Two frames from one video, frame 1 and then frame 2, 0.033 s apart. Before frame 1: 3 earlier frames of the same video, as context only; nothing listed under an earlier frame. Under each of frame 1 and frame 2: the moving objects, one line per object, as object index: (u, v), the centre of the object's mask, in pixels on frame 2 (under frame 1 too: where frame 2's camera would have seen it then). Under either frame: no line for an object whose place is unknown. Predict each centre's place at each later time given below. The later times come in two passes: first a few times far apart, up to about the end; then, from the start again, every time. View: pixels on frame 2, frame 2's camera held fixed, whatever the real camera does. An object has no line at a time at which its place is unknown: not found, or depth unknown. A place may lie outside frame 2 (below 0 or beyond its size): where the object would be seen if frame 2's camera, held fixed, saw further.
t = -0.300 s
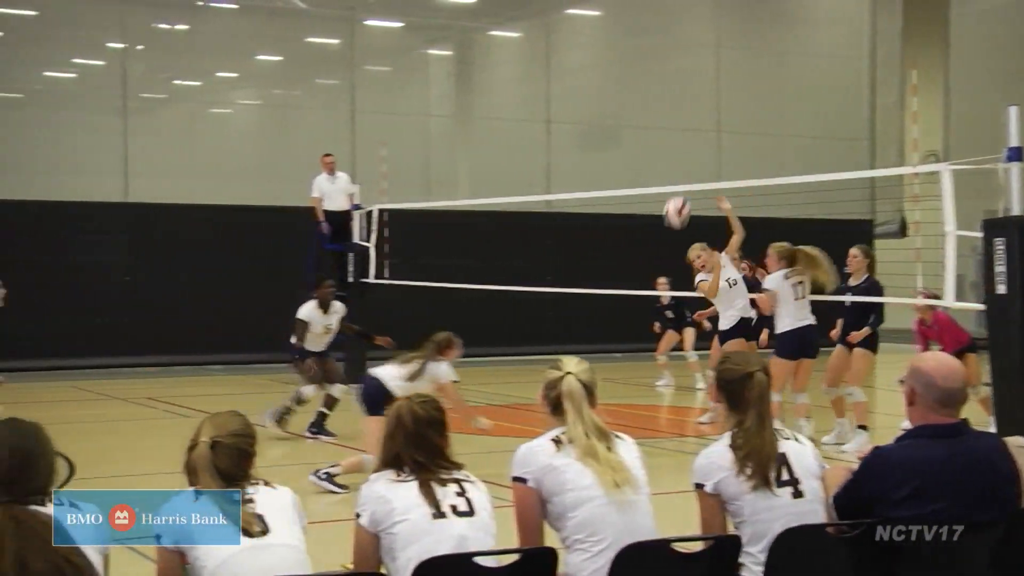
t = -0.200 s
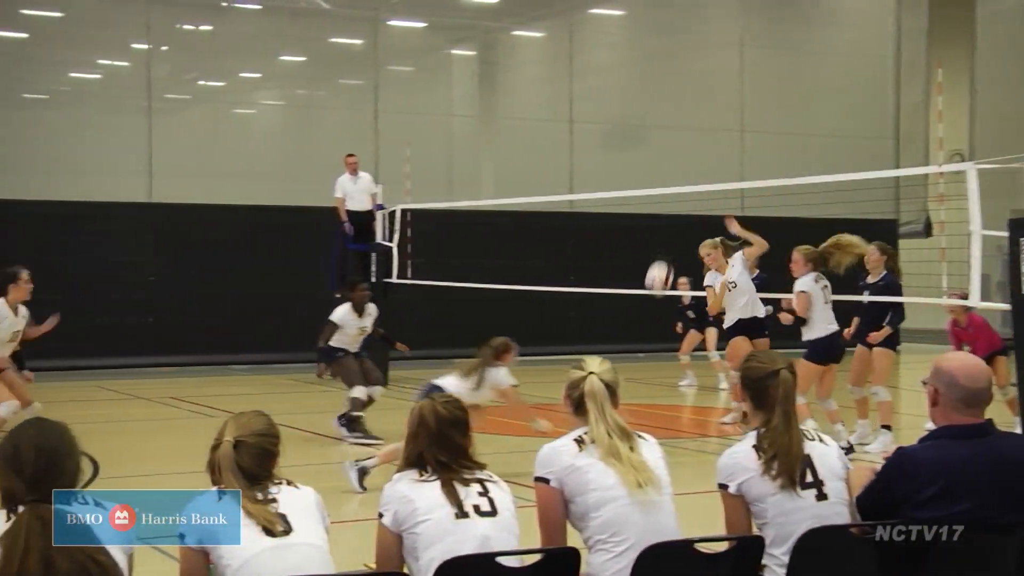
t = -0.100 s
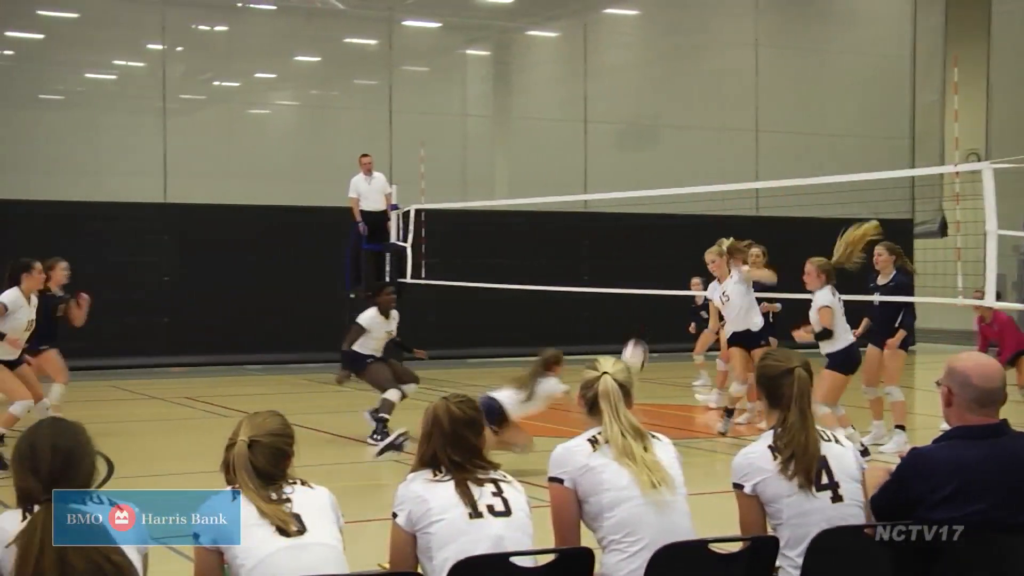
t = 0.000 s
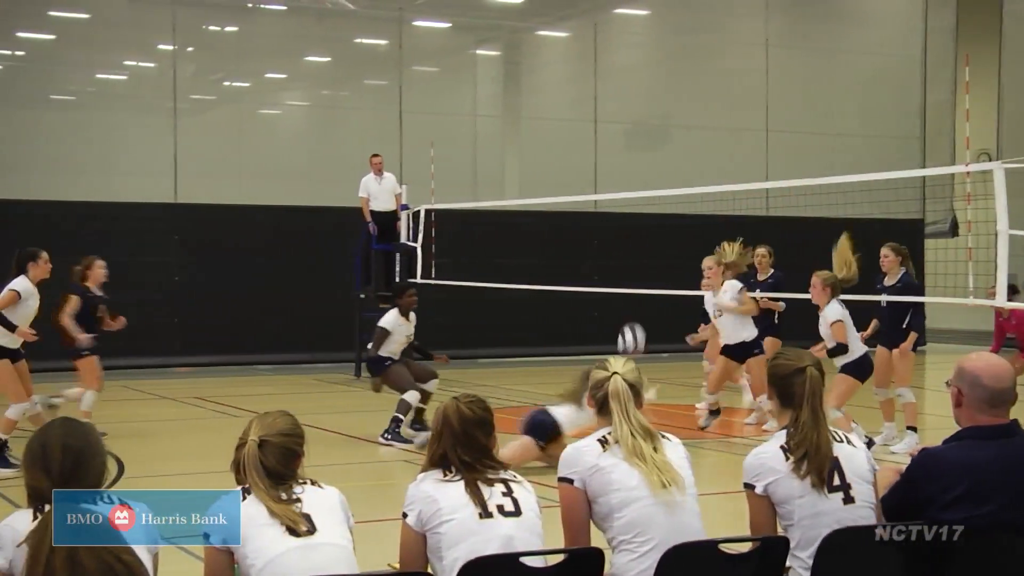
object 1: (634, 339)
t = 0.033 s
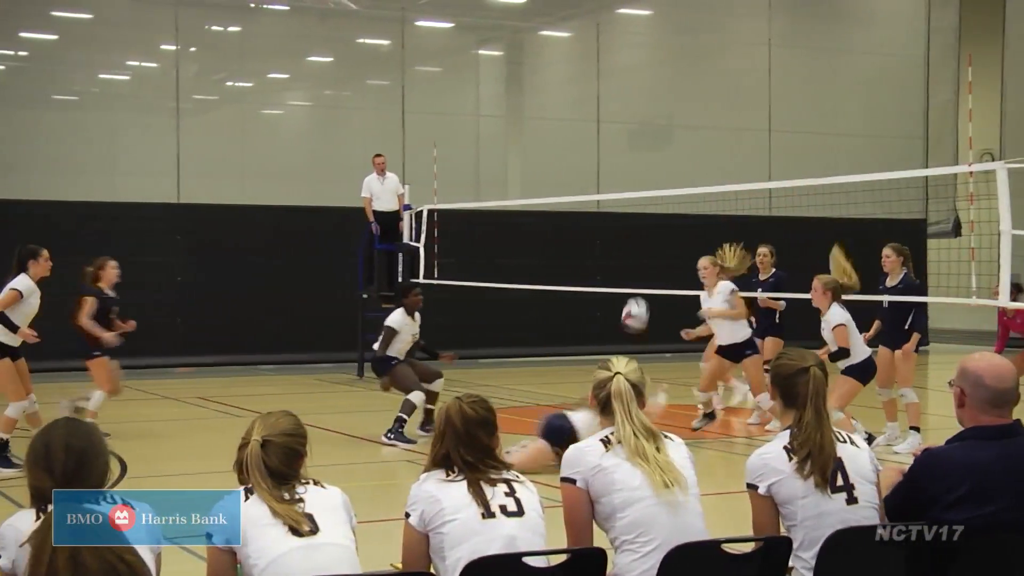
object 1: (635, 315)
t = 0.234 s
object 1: (643, 194)
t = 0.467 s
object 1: (648, 120)
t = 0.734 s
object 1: (653, 115)
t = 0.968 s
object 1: (655, 177)
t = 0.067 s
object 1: (637, 291)
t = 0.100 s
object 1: (638, 268)
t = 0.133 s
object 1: (640, 248)
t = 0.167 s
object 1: (641, 229)
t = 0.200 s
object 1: (642, 211)
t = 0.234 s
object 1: (643, 194)
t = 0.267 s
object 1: (643, 178)
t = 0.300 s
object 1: (644, 166)
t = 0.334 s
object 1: (645, 153)
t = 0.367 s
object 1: (646, 143)
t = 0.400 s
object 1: (646, 134)
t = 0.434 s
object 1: (647, 126)
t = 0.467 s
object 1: (648, 120)
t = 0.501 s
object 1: (648, 115)
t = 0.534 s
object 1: (648, 110)
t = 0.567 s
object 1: (649, 108)
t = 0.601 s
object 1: (650, 107)
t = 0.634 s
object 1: (650, 107)
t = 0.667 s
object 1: (651, 108)
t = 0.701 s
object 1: (651, 111)
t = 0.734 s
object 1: (653, 115)
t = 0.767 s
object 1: (652, 120)
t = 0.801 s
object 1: (653, 127)
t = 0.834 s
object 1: (653, 135)
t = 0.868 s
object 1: (654, 143)
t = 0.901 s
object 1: (655, 153)
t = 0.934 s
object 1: (655, 164)
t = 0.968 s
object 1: (655, 177)
